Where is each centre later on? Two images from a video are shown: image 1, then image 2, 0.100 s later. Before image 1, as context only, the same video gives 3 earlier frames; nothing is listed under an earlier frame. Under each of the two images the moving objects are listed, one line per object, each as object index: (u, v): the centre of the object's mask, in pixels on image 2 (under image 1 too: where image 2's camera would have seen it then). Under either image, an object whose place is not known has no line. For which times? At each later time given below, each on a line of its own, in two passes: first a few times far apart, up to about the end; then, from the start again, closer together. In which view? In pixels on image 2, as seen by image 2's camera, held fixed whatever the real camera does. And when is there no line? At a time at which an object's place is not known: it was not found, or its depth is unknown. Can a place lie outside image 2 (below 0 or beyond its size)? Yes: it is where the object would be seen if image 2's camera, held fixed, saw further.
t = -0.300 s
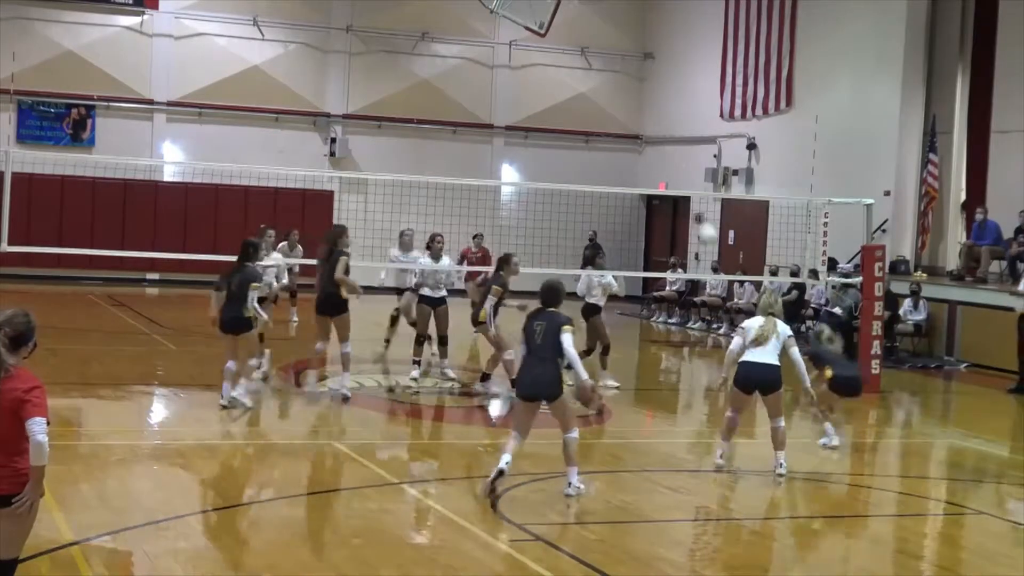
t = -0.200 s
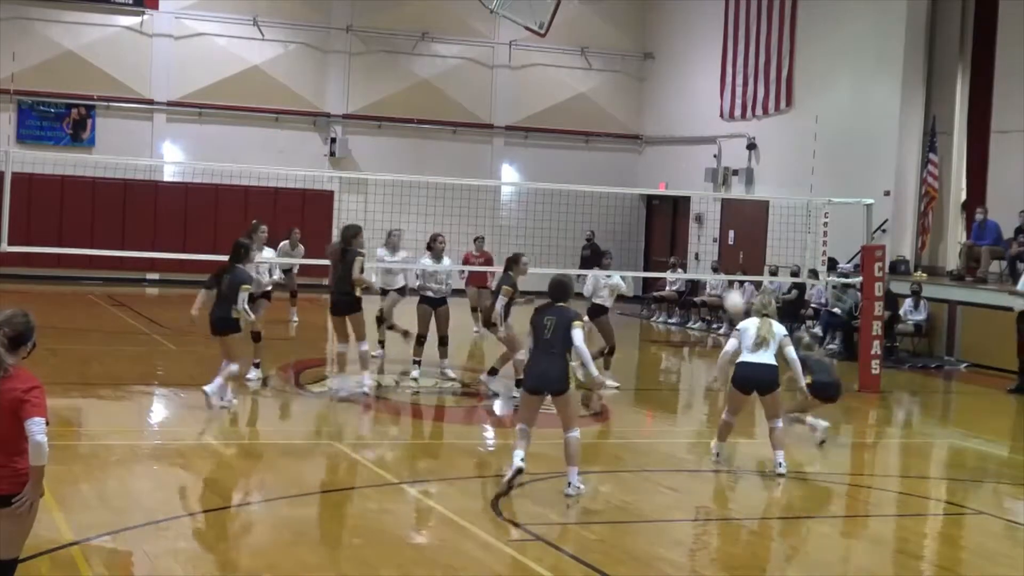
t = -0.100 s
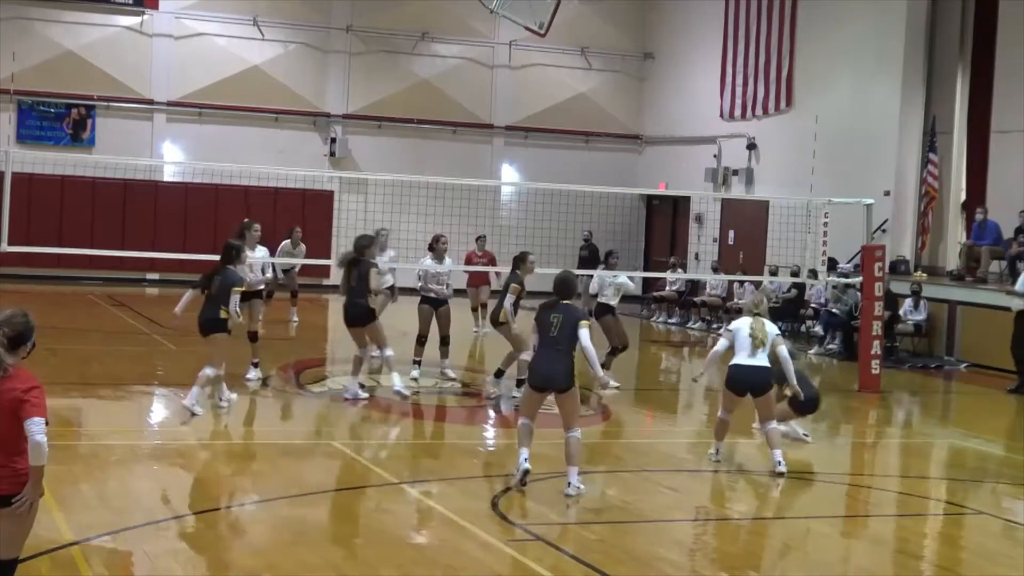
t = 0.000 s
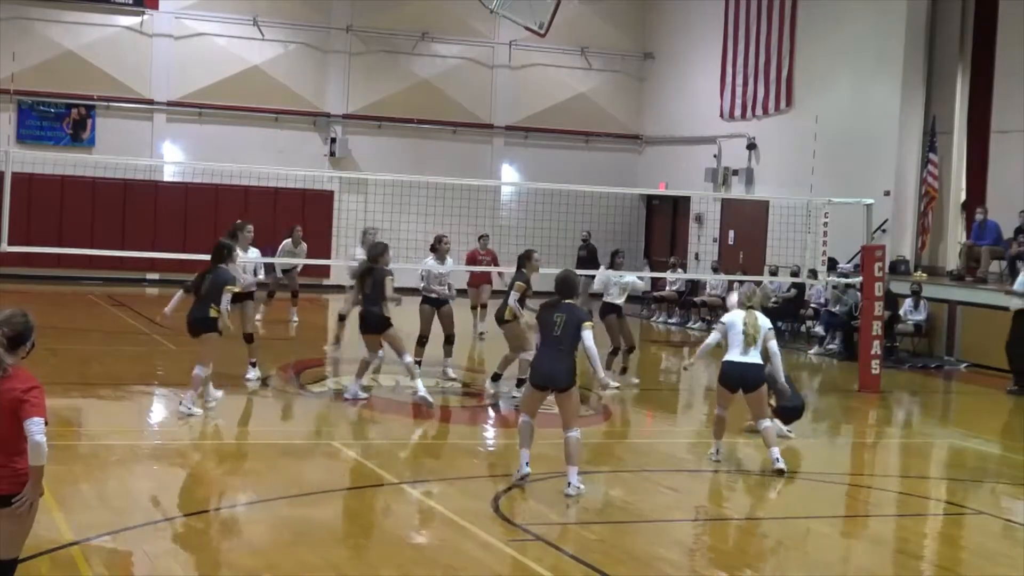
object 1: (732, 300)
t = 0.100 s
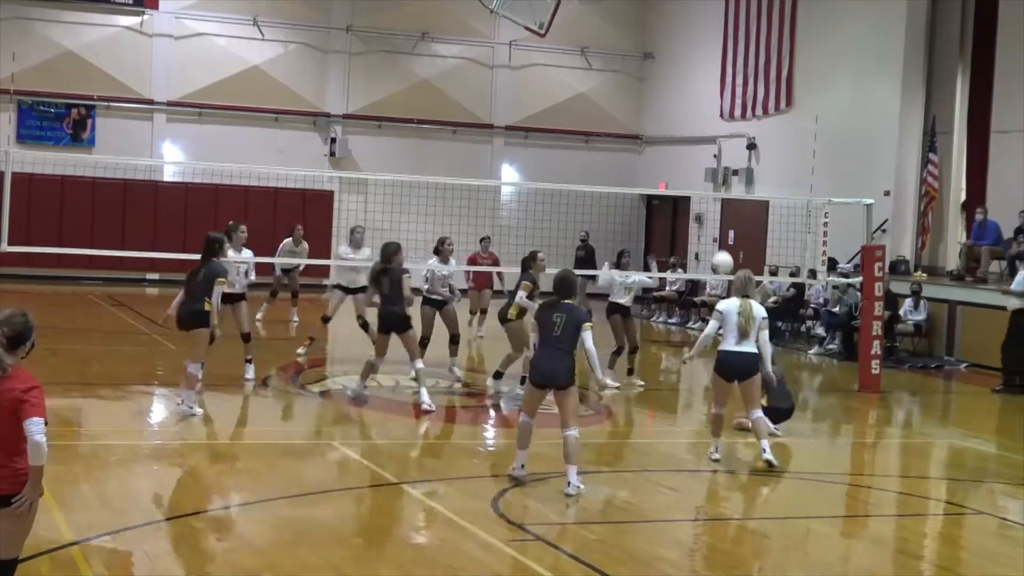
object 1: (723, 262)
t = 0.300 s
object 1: (693, 211)
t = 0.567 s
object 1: (651, 203)
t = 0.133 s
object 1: (718, 252)
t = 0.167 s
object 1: (713, 242)
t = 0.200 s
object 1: (708, 233)
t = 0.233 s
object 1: (703, 224)
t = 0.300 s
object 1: (693, 211)
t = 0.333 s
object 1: (688, 206)
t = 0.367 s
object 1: (682, 202)
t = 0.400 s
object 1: (678, 200)
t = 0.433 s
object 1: (672, 199)
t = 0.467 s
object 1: (667, 198)
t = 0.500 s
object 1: (662, 199)
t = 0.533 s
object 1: (656, 201)
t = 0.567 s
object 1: (651, 203)
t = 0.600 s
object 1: (646, 207)
